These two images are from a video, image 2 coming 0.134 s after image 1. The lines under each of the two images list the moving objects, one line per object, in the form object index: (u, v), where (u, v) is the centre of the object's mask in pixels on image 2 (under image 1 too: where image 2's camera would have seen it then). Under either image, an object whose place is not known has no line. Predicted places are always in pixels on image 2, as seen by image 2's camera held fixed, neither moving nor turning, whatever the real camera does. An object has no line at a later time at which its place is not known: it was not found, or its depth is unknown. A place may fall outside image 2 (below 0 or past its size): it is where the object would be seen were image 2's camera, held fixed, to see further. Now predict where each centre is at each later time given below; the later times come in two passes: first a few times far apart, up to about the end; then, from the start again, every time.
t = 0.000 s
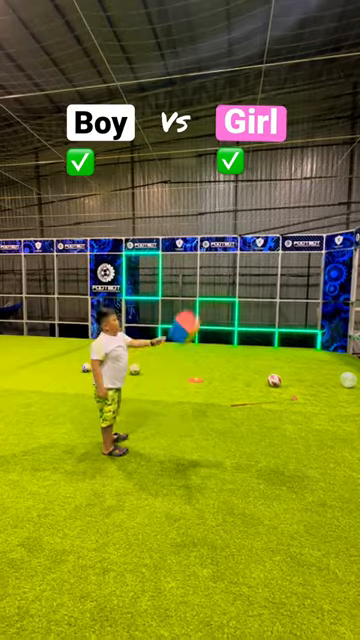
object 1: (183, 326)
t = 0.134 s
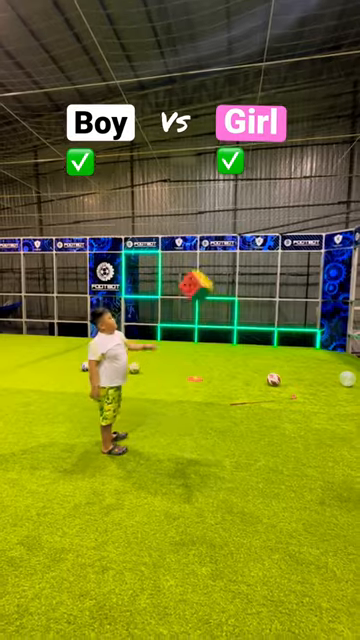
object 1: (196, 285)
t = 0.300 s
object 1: (209, 261)
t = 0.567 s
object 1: (227, 277)
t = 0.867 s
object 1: (250, 366)
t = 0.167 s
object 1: (199, 278)
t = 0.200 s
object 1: (201, 273)
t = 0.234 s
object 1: (204, 267)
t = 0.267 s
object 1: (206, 264)
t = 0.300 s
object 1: (209, 261)
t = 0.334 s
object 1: (210, 259)
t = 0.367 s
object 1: (212, 259)
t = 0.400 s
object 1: (215, 259)
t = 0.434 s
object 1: (219, 261)
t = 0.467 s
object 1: (220, 263)
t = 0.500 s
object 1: (223, 266)
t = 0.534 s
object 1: (225, 271)
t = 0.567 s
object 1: (227, 277)
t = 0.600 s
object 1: (230, 281)
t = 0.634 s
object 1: (232, 287)
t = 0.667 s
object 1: (237, 297)
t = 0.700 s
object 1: (236, 306)
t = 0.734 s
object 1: (239, 315)
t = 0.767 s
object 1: (242, 328)
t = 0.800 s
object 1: (247, 340)
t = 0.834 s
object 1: (248, 352)
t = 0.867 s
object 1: (250, 366)
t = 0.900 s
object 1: (254, 379)
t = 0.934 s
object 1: (256, 392)
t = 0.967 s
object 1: (259, 408)
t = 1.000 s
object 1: (262, 426)
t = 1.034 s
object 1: (263, 444)
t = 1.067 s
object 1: (264, 444)
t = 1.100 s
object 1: (266, 439)
